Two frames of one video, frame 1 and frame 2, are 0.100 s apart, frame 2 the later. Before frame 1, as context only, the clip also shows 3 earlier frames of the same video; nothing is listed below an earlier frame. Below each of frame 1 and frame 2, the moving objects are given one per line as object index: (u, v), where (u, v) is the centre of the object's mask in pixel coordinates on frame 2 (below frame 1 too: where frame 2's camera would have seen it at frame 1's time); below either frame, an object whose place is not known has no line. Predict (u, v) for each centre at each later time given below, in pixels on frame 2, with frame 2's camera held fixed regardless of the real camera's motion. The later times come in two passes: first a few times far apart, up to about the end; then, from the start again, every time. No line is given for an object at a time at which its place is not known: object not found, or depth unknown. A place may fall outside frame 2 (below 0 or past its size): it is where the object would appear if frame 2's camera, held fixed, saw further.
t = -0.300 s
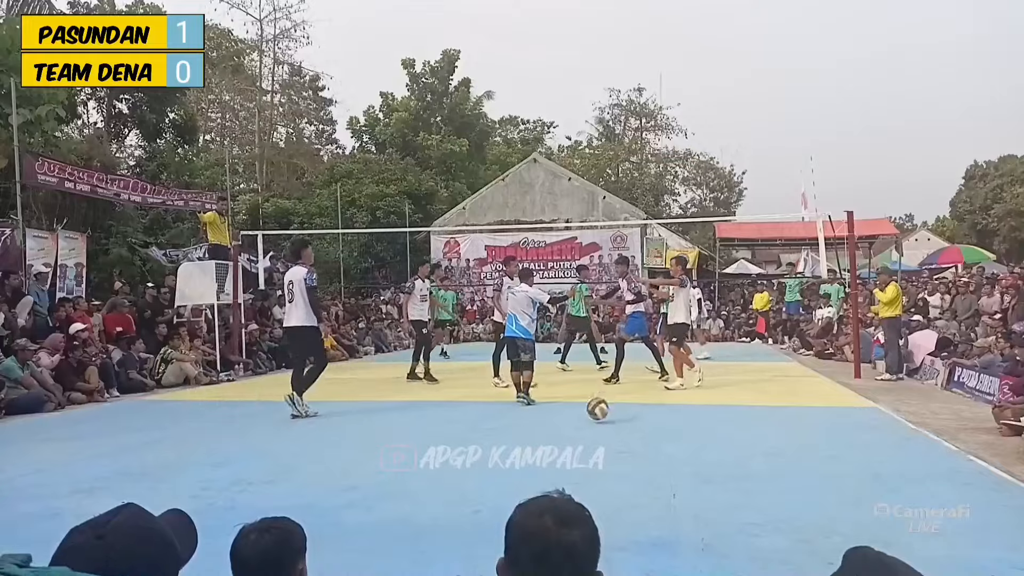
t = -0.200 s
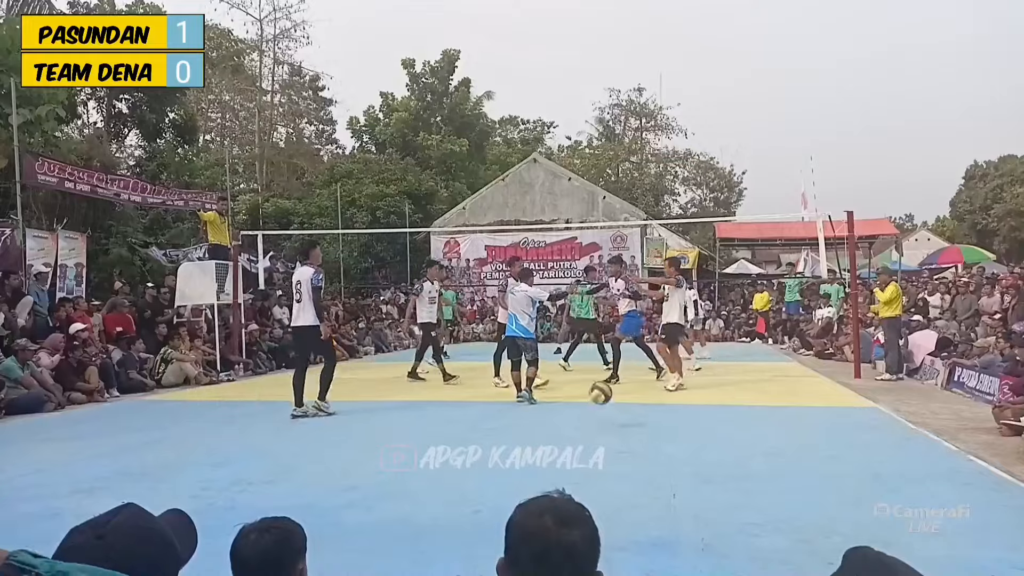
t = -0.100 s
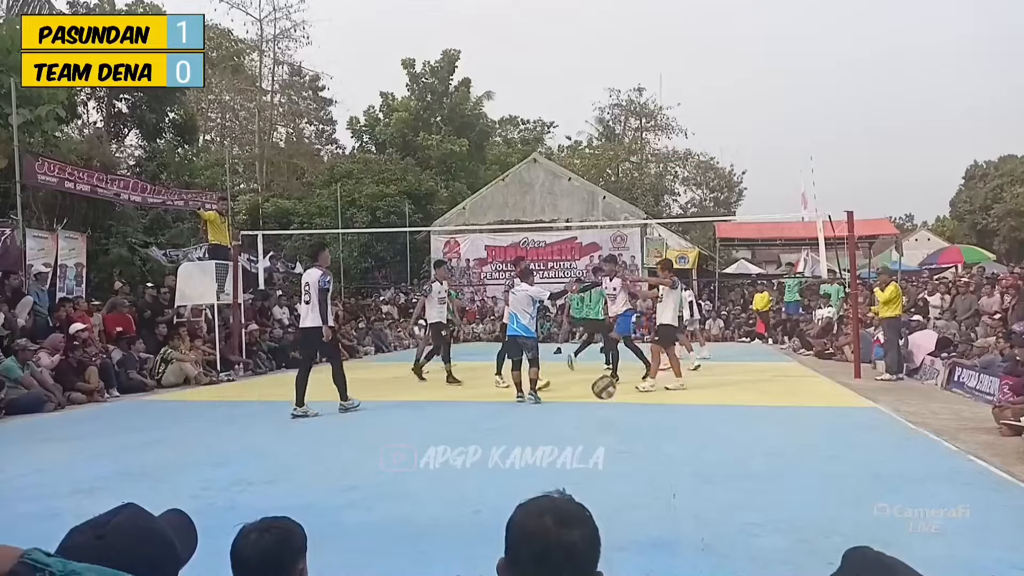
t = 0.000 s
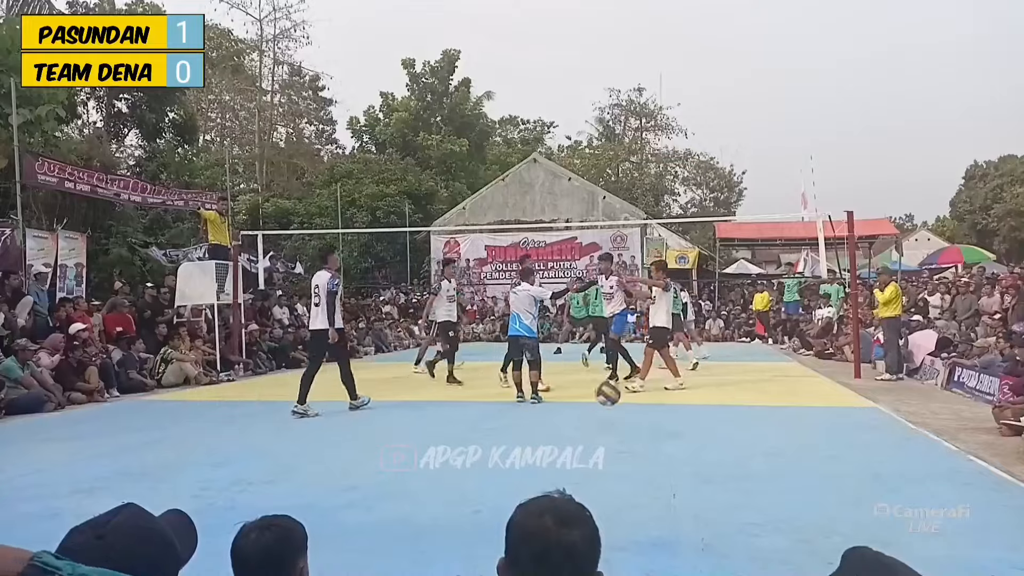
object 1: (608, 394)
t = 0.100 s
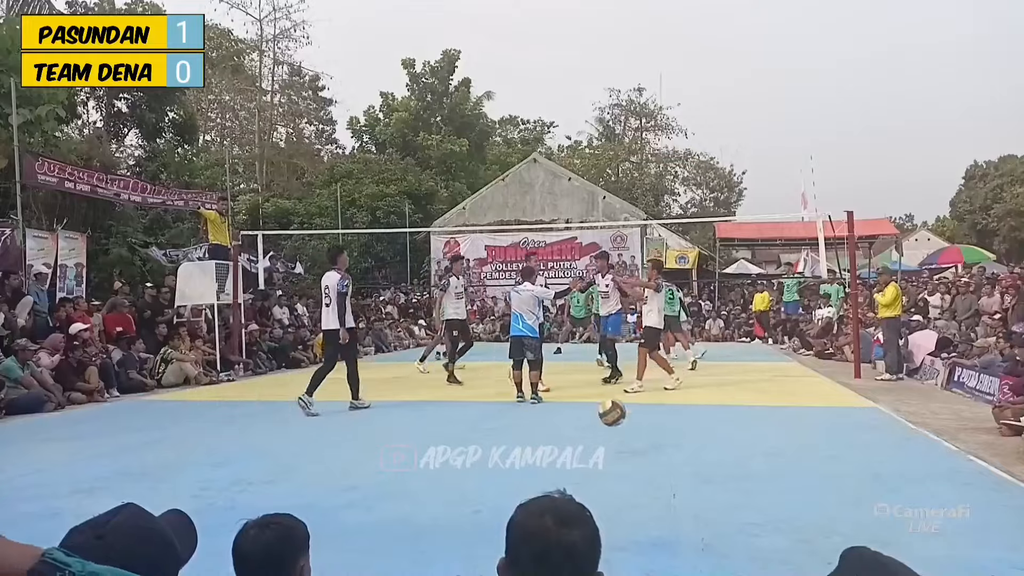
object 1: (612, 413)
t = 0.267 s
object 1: (620, 442)
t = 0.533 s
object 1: (634, 454)
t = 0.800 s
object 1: (656, 500)
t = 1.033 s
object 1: (689, 568)
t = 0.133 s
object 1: (613, 423)
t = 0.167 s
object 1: (616, 435)
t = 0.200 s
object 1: (617, 449)
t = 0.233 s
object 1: (619, 447)
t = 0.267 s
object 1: (620, 442)
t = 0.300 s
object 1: (622, 437)
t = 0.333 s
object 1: (623, 434)
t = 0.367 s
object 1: (625, 433)
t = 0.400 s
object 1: (626, 433)
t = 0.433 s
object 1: (628, 435)
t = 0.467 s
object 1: (630, 439)
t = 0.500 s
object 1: (632, 445)
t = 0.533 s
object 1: (634, 454)
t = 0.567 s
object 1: (636, 464)
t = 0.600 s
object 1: (638, 479)
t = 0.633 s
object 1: (642, 497)
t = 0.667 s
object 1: (644, 513)
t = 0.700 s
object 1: (647, 507)
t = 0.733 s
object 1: (650, 502)
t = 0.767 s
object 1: (653, 499)
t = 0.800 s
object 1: (656, 500)
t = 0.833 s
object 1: (660, 502)
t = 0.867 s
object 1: (664, 507)
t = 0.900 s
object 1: (668, 517)
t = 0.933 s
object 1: (673, 528)
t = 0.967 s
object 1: (678, 545)
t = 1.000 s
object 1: (683, 557)
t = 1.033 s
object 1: (689, 568)
